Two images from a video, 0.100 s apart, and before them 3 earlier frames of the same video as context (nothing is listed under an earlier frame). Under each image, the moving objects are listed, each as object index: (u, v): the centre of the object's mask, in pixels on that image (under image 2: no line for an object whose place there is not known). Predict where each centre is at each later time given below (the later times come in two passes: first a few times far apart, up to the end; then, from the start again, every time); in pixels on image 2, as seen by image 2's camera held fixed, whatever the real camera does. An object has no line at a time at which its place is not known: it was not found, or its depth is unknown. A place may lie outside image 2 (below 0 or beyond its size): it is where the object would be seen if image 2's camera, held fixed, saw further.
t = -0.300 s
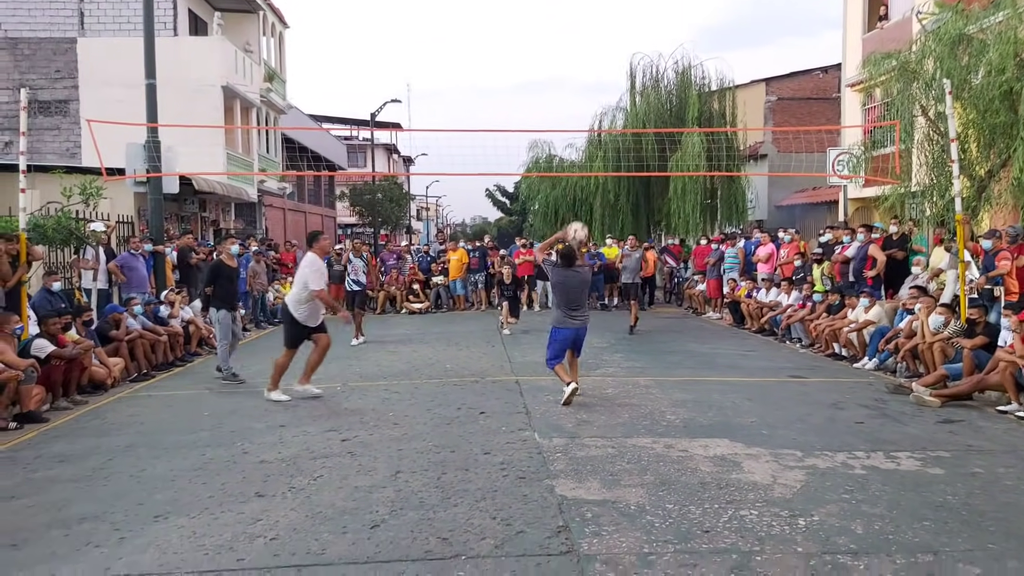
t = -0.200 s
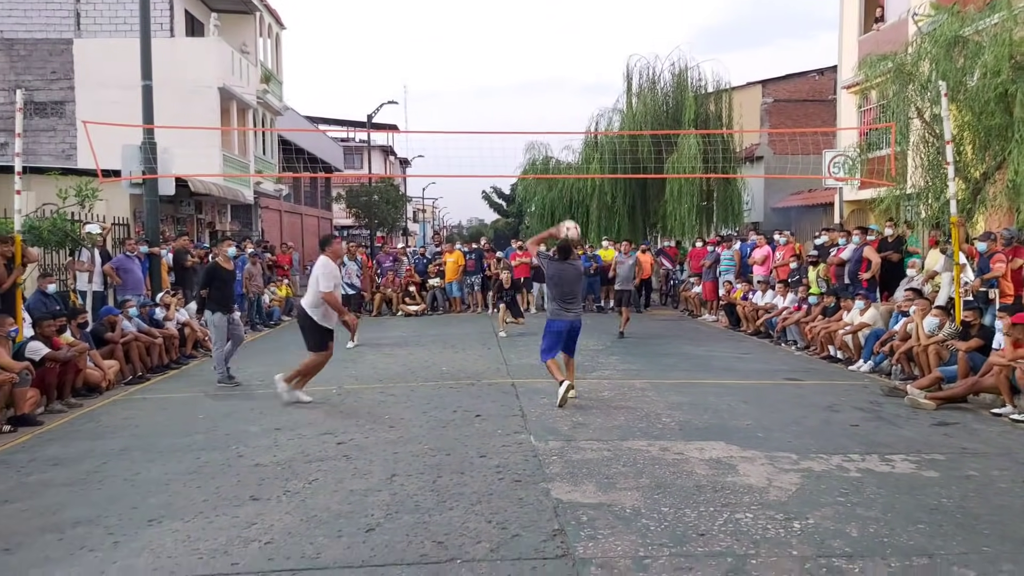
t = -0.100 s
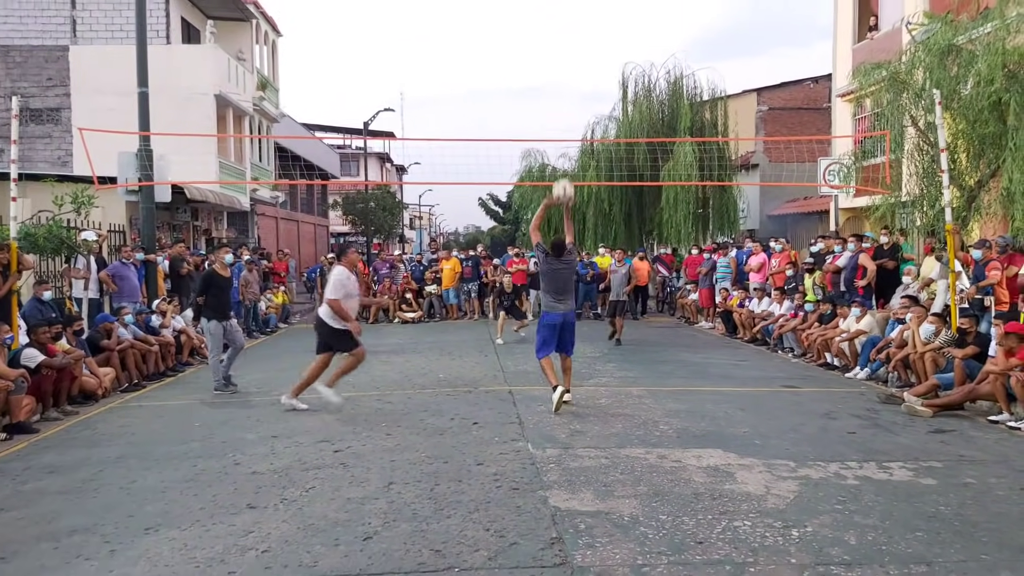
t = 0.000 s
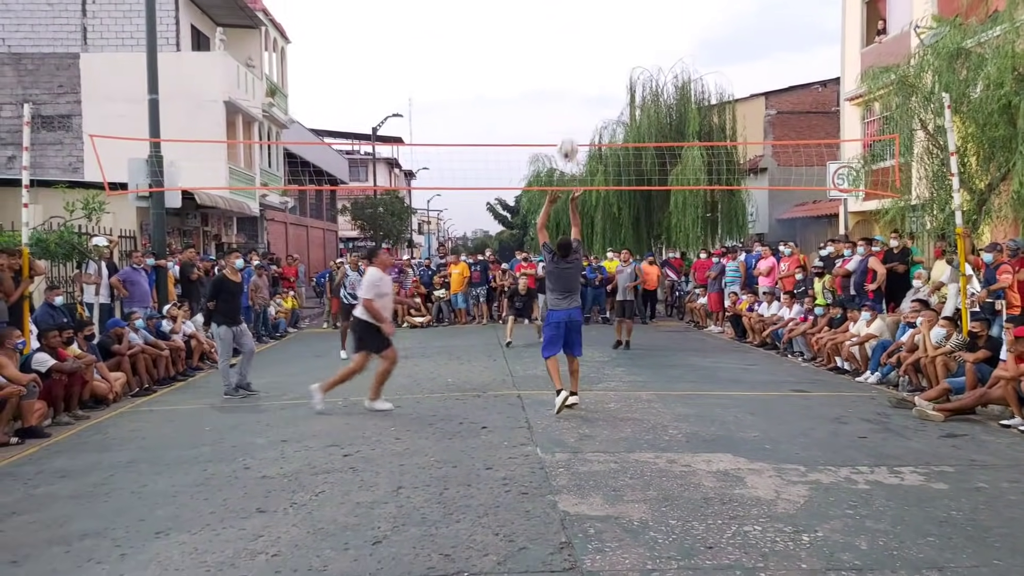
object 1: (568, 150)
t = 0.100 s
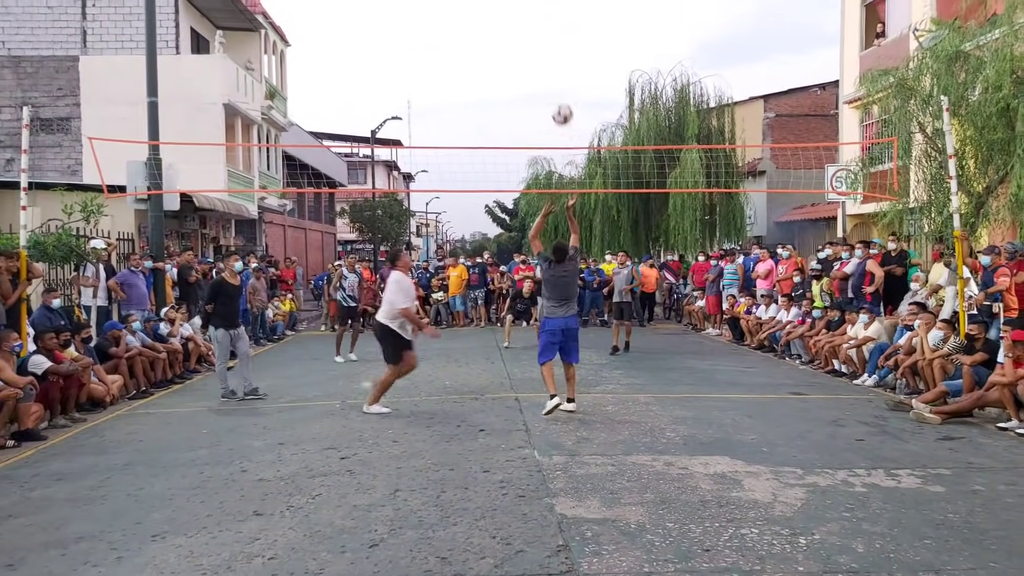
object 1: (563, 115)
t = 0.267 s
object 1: (556, 74)
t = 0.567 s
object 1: (547, 70)
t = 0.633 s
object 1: (546, 80)
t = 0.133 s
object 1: (562, 104)
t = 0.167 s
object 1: (560, 95)
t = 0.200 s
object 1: (559, 86)
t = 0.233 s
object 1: (557, 79)
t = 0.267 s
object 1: (556, 74)
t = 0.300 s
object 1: (555, 69)
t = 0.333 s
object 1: (554, 65)
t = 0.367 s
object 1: (553, 63)
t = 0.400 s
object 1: (552, 61)
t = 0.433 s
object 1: (551, 61)
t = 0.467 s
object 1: (550, 61)
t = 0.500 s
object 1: (549, 63)
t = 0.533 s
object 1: (547, 66)
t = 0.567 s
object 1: (547, 70)
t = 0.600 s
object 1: (546, 74)
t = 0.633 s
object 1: (546, 80)
